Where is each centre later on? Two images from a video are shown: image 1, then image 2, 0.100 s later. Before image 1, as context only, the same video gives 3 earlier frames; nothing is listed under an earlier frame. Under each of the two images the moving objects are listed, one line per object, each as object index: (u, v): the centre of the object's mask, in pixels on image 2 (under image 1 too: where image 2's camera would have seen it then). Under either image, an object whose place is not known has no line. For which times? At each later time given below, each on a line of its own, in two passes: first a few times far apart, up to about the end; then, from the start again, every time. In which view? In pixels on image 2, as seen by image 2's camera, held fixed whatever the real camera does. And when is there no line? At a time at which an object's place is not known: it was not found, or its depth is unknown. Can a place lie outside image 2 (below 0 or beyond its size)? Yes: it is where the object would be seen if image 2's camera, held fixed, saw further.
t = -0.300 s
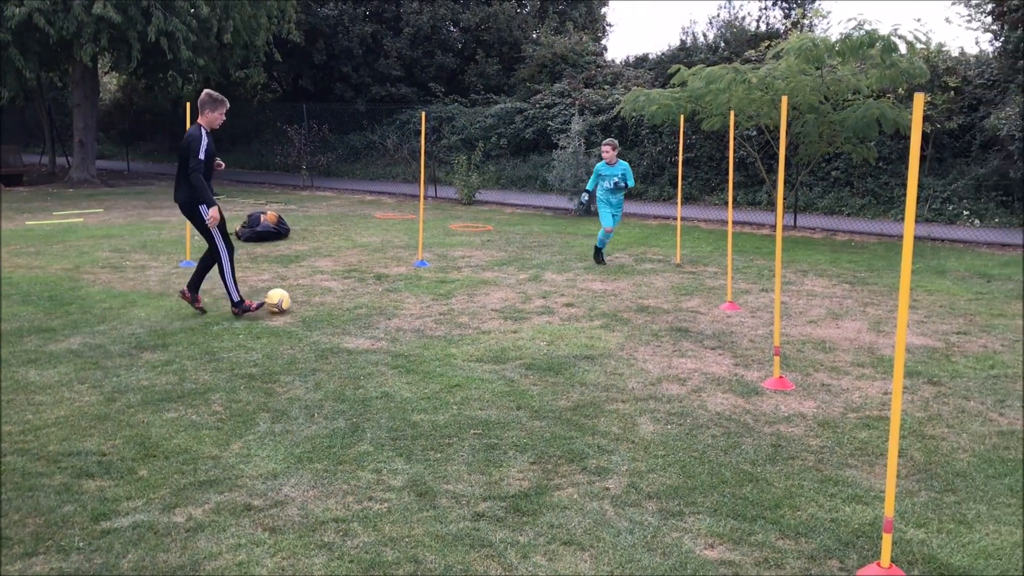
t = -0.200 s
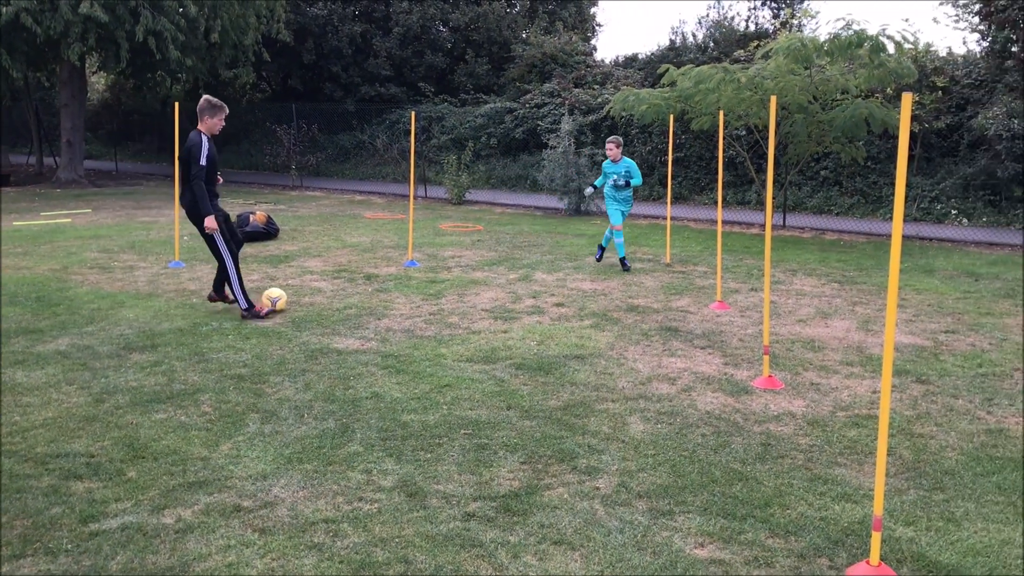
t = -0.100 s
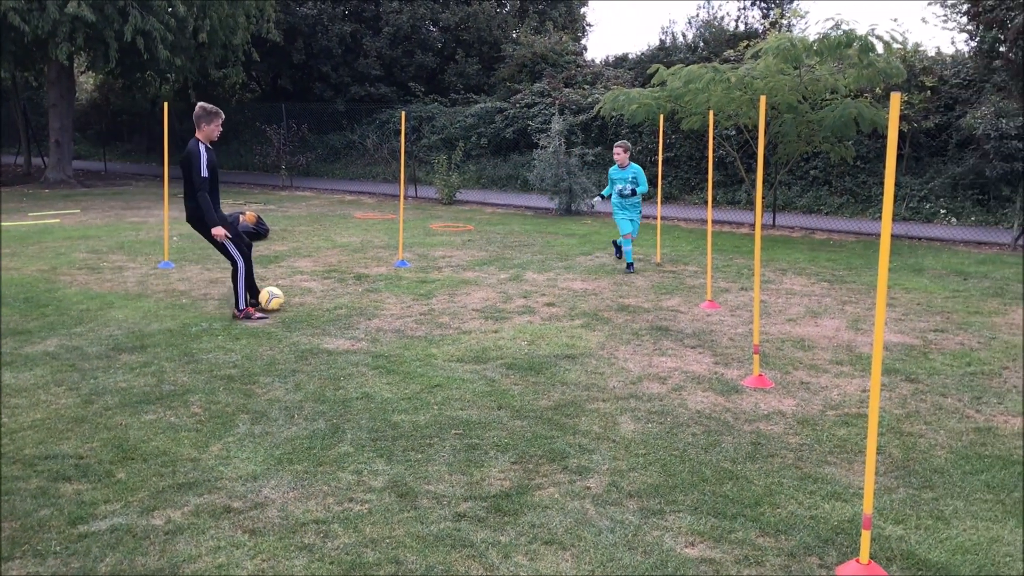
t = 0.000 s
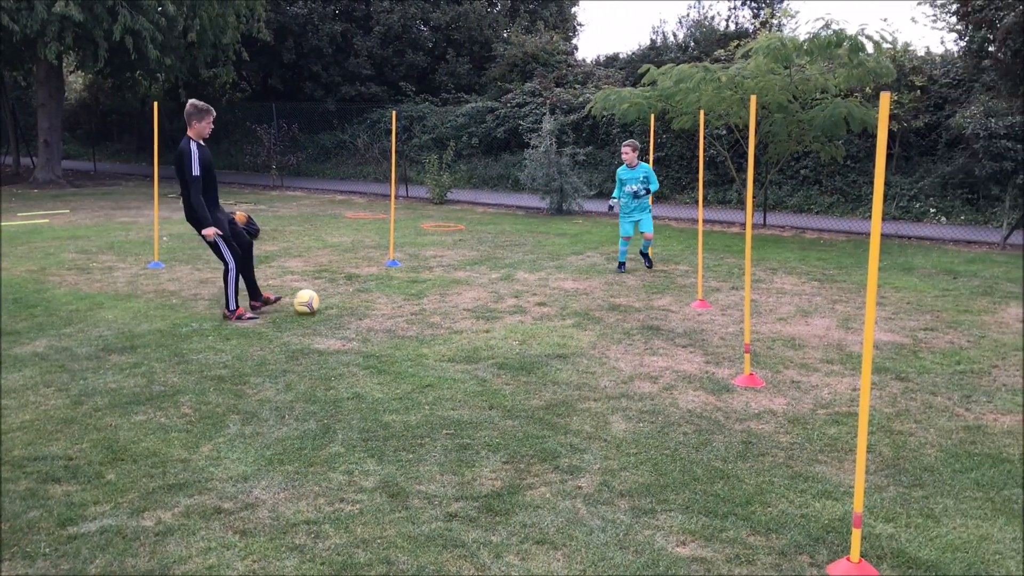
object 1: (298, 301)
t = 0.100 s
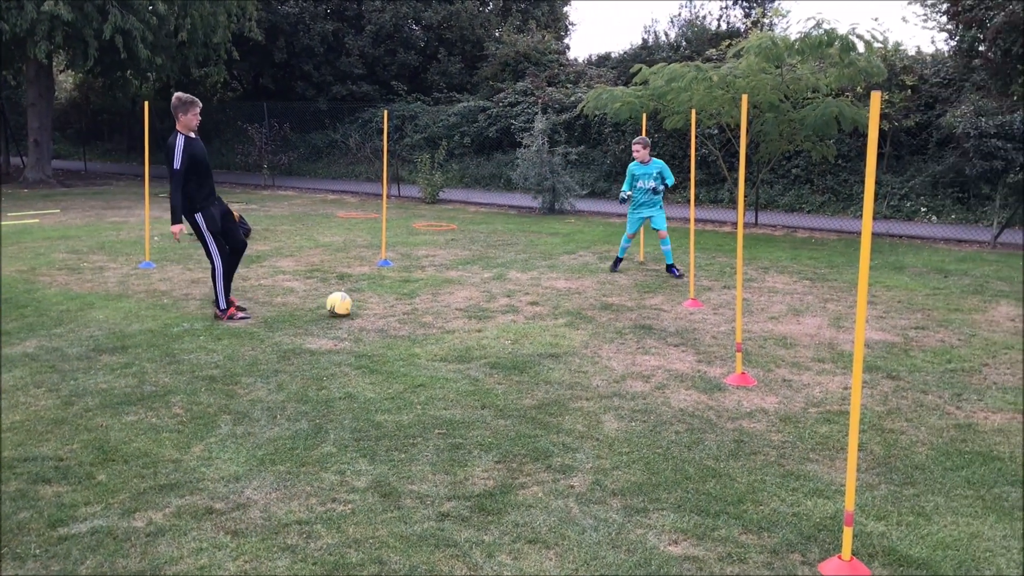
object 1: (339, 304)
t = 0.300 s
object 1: (407, 308)
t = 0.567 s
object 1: (494, 315)
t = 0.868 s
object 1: (589, 321)
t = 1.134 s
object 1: (676, 327)
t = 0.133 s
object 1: (351, 304)
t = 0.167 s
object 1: (362, 305)
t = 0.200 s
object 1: (374, 306)
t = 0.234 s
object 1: (385, 307)
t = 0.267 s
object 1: (396, 307)
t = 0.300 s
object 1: (407, 308)
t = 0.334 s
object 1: (418, 309)
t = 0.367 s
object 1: (429, 309)
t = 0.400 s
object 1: (440, 309)
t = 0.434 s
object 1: (451, 312)
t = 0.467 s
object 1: (462, 312)
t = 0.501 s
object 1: (473, 312)
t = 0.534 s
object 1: (484, 314)
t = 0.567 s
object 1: (494, 315)
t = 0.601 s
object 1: (505, 313)
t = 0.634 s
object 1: (515, 314)
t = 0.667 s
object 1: (526, 315)
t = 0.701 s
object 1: (536, 317)
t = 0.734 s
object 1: (547, 318)
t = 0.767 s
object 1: (557, 318)
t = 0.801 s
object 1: (568, 319)
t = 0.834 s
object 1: (579, 321)
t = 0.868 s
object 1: (589, 321)
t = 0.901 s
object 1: (600, 321)
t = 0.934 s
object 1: (612, 323)
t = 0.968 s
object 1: (623, 324)
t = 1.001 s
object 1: (633, 324)
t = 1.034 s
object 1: (643, 325)
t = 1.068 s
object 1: (655, 325)
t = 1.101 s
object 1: (665, 326)
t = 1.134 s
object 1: (676, 327)
